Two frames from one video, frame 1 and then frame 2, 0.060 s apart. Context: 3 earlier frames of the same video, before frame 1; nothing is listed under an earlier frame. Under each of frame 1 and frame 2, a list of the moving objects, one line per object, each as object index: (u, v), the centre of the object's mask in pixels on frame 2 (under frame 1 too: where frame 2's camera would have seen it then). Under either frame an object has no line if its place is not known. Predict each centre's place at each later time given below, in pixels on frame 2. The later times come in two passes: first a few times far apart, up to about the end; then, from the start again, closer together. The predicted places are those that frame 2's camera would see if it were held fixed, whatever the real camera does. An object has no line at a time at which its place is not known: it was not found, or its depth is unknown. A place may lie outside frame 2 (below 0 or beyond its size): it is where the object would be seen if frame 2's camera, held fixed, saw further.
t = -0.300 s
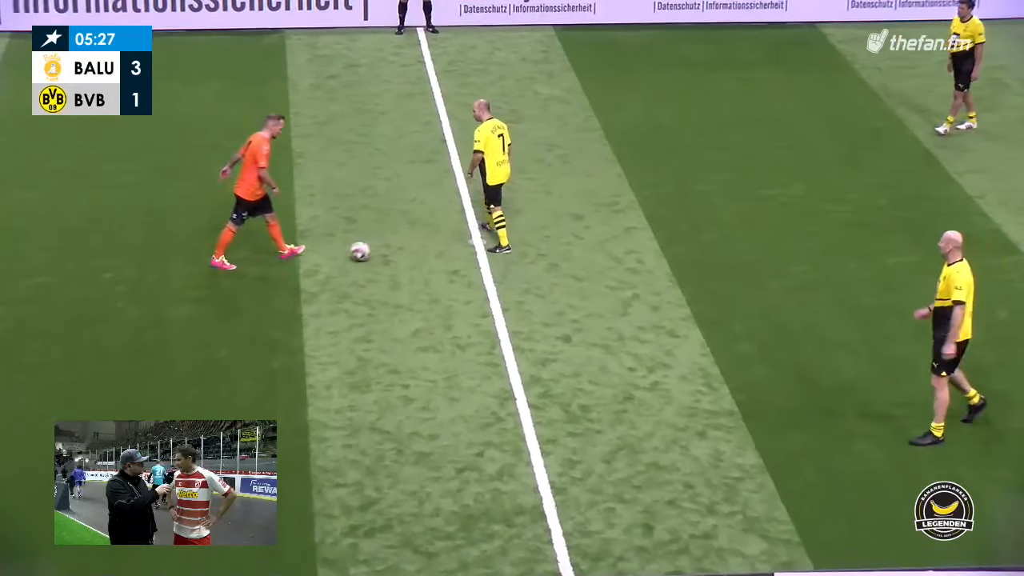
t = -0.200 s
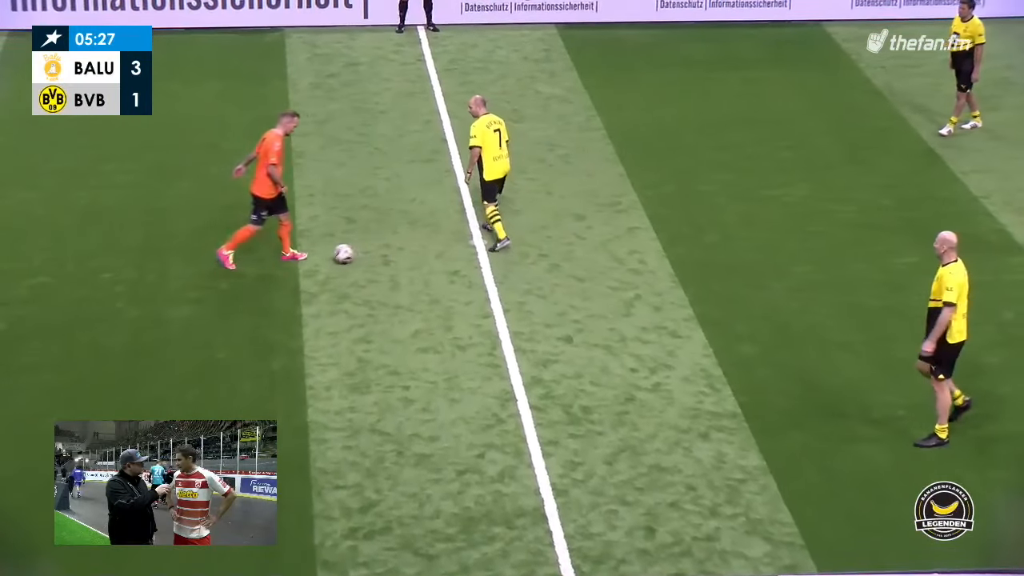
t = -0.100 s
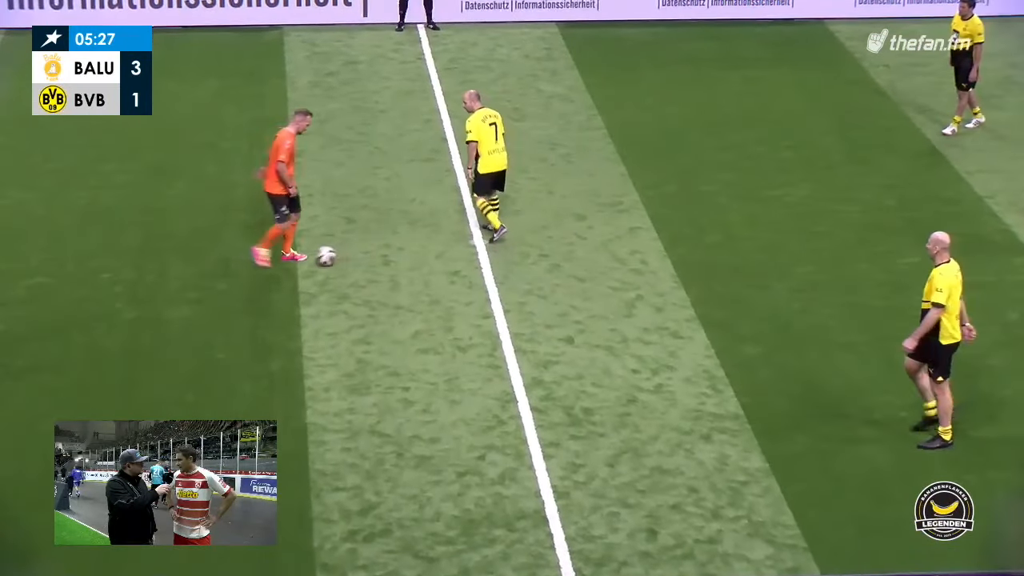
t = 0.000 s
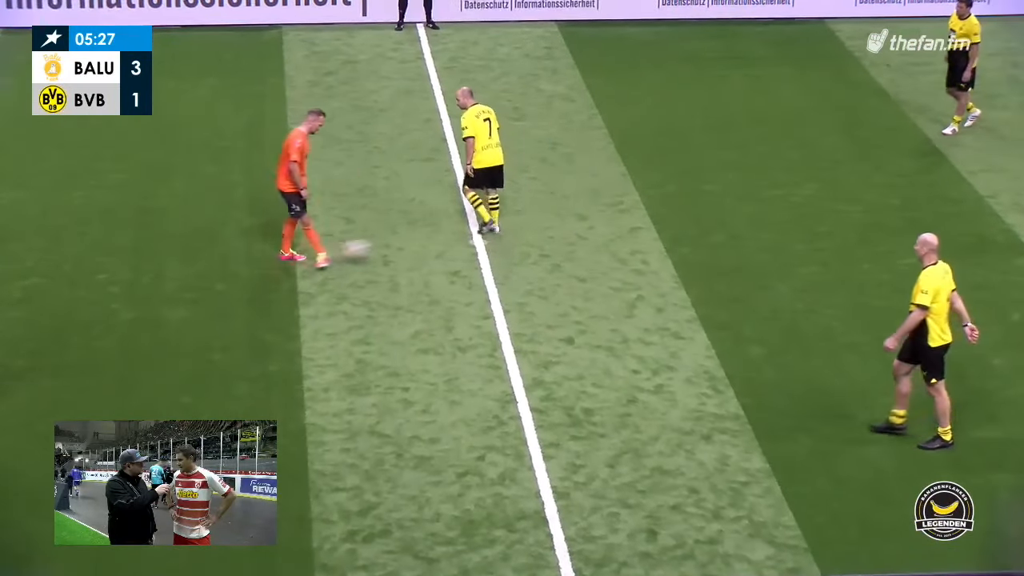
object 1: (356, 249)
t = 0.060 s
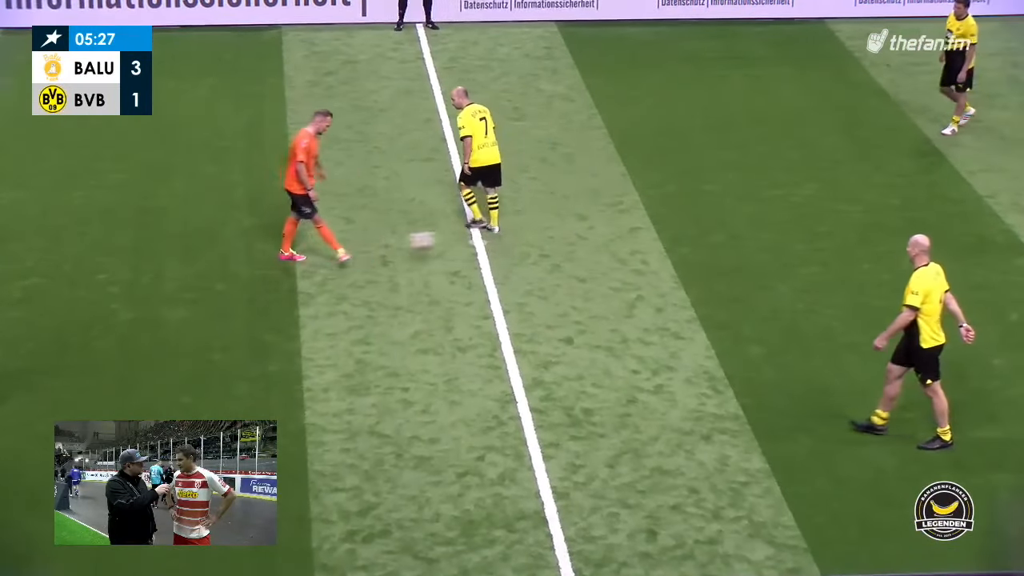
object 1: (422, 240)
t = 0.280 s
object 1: (656, 232)
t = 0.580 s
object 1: (921, 234)
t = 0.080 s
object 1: (443, 238)
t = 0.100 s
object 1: (462, 236)
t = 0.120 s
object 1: (489, 235)
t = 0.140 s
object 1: (510, 233)
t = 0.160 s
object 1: (530, 232)
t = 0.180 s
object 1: (550, 232)
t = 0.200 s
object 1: (573, 232)
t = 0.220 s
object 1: (592, 231)
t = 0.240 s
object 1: (614, 231)
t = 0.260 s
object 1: (635, 232)
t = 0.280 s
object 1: (656, 232)
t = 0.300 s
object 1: (677, 233)
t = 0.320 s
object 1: (698, 235)
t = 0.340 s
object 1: (718, 237)
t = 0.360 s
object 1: (739, 239)
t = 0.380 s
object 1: (759, 241)
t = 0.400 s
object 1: (778, 244)
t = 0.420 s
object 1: (798, 247)
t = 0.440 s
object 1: (816, 248)
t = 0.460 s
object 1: (832, 246)
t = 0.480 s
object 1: (840, 243)
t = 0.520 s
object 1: (878, 238)
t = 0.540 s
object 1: (893, 236)
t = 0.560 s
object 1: (908, 234)
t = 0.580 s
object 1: (921, 234)
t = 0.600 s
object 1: (937, 233)
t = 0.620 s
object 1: (951, 233)
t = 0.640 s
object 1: (966, 233)
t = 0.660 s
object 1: (979, 233)
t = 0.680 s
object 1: (993, 234)
